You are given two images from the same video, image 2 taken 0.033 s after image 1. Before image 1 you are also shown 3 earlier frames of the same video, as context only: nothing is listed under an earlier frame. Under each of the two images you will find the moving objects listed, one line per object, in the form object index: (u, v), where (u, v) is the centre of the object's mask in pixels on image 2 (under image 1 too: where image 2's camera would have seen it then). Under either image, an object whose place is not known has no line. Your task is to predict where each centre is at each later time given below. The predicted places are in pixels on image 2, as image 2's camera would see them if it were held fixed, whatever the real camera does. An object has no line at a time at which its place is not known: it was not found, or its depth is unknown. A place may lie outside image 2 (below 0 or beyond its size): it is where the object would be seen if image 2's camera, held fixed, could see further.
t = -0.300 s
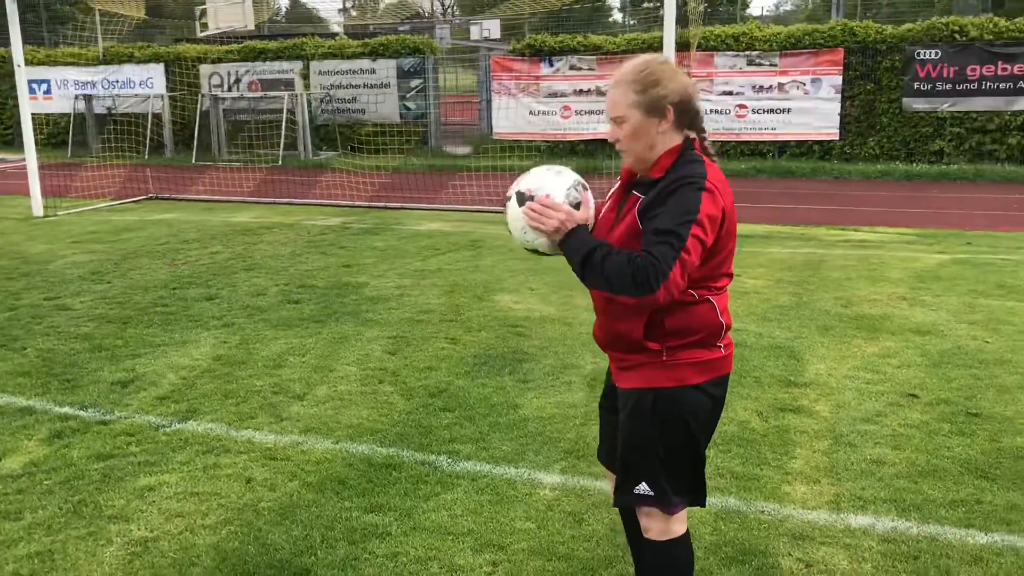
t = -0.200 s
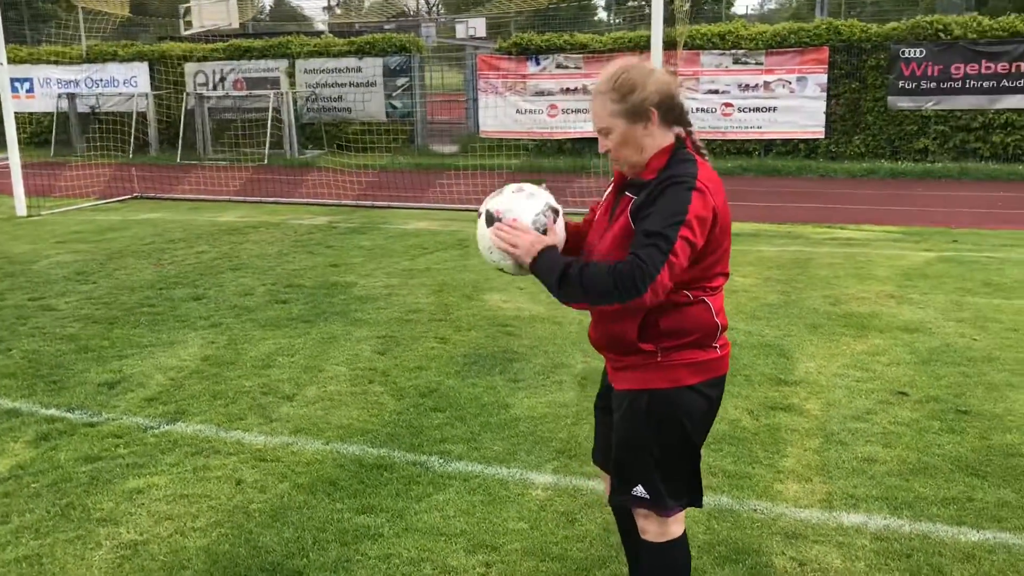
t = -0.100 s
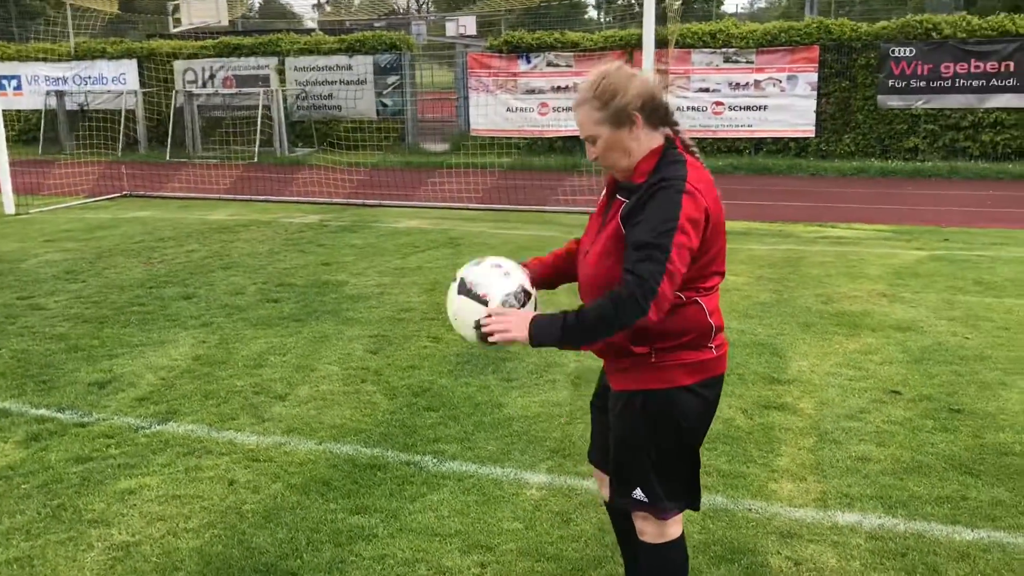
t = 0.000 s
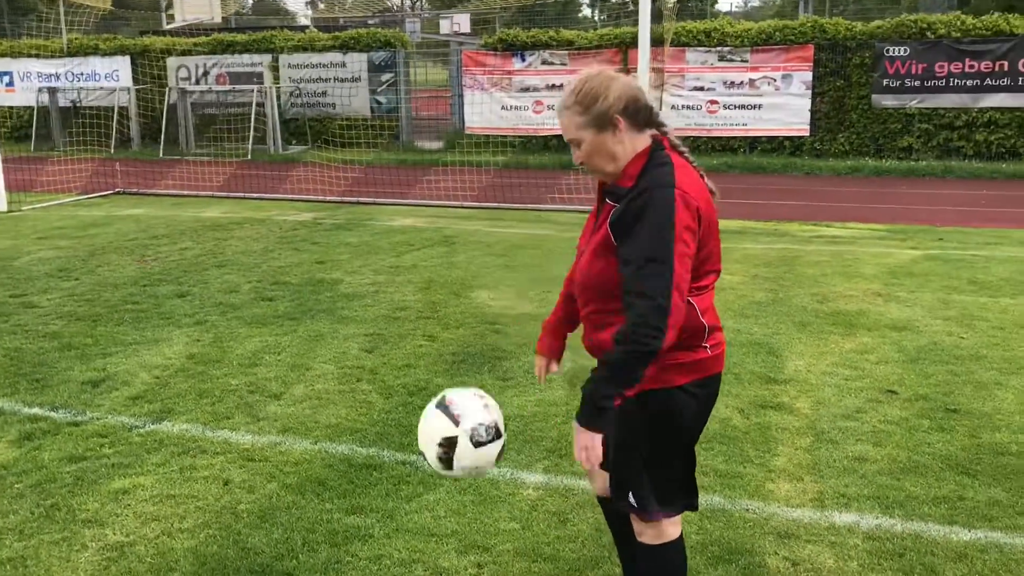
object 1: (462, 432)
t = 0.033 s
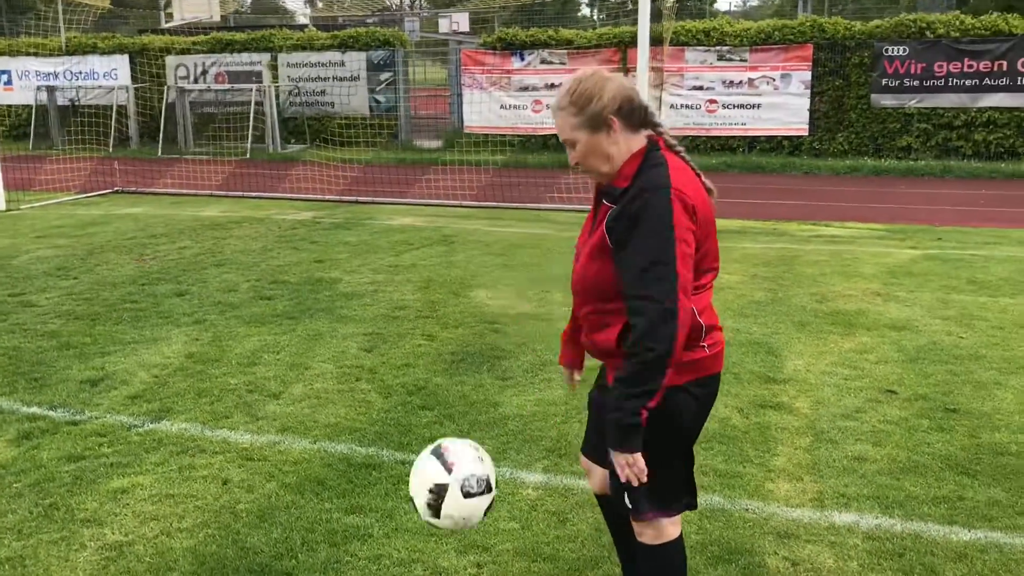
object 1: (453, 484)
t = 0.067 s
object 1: (445, 536)
